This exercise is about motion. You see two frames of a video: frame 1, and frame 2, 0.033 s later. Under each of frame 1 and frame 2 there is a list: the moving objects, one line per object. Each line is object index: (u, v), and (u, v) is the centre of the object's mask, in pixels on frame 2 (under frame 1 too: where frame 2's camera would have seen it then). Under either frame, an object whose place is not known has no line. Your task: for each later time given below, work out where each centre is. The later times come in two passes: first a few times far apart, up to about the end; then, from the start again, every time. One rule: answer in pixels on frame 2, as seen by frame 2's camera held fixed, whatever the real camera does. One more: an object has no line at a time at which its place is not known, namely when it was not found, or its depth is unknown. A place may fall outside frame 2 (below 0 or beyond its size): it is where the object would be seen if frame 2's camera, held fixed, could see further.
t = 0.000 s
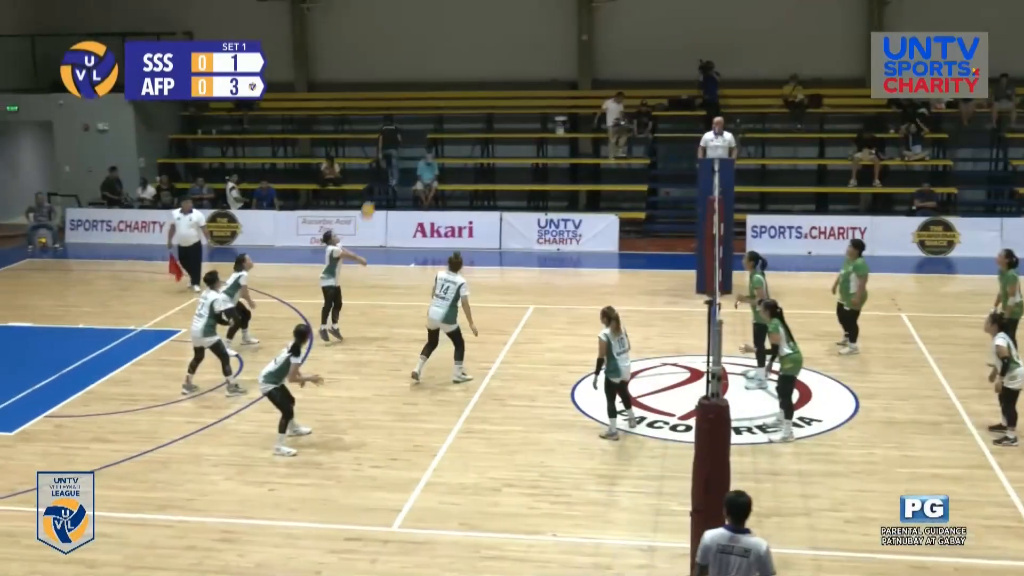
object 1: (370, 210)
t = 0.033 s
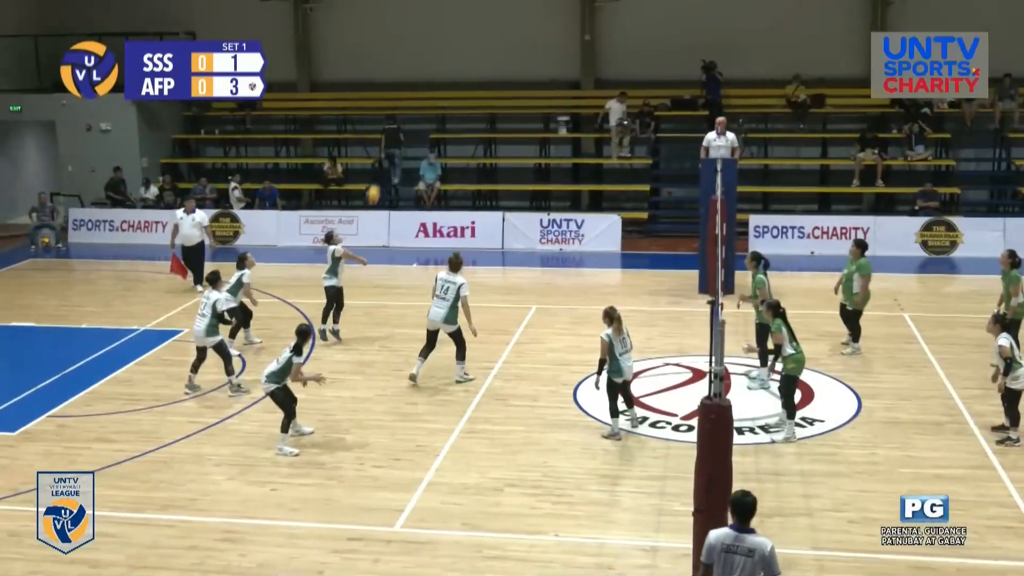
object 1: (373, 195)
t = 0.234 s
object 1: (393, 103)
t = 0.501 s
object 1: (422, 20)
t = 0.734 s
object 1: (448, -13)
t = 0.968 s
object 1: (474, -9)
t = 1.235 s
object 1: (505, 45)
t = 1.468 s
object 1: (534, 133)
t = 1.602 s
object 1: (551, 199)
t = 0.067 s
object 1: (377, 178)
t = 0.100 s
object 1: (381, 161)
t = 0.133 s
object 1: (383, 147)
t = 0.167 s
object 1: (387, 132)
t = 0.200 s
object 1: (390, 117)
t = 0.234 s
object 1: (393, 103)
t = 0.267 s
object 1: (397, 91)
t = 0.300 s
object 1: (401, 79)
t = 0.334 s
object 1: (404, 67)
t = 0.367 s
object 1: (407, 56)
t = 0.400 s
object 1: (411, 46)
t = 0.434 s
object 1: (414, 37)
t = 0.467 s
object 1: (418, 28)
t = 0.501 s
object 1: (422, 20)
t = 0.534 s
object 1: (426, 13)
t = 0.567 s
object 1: (429, 7)
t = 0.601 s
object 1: (433, 1)
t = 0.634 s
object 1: (436, -4)
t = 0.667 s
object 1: (440, -7)
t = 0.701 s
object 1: (444, -10)
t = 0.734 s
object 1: (448, -13)
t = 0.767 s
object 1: (451, -15)
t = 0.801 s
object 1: (455, -16)
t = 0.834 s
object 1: (459, -16)
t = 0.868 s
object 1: (463, -16)
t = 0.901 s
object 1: (466, -14)
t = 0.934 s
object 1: (470, -12)
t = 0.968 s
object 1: (474, -9)
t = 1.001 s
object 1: (478, -5)
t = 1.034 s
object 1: (482, 0)
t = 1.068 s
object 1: (486, 5)
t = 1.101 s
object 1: (489, 11)
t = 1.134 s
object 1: (494, 19)
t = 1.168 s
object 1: (497, 26)
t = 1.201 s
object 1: (501, 36)
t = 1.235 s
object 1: (505, 45)
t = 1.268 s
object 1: (509, 55)
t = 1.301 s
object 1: (513, 66)
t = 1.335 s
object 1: (517, 78)
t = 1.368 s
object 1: (522, 90)
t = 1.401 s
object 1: (526, 104)
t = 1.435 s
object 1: (530, 118)
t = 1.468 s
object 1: (534, 133)
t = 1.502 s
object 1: (538, 148)
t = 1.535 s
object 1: (542, 164)
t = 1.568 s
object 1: (546, 180)
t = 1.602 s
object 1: (551, 199)
